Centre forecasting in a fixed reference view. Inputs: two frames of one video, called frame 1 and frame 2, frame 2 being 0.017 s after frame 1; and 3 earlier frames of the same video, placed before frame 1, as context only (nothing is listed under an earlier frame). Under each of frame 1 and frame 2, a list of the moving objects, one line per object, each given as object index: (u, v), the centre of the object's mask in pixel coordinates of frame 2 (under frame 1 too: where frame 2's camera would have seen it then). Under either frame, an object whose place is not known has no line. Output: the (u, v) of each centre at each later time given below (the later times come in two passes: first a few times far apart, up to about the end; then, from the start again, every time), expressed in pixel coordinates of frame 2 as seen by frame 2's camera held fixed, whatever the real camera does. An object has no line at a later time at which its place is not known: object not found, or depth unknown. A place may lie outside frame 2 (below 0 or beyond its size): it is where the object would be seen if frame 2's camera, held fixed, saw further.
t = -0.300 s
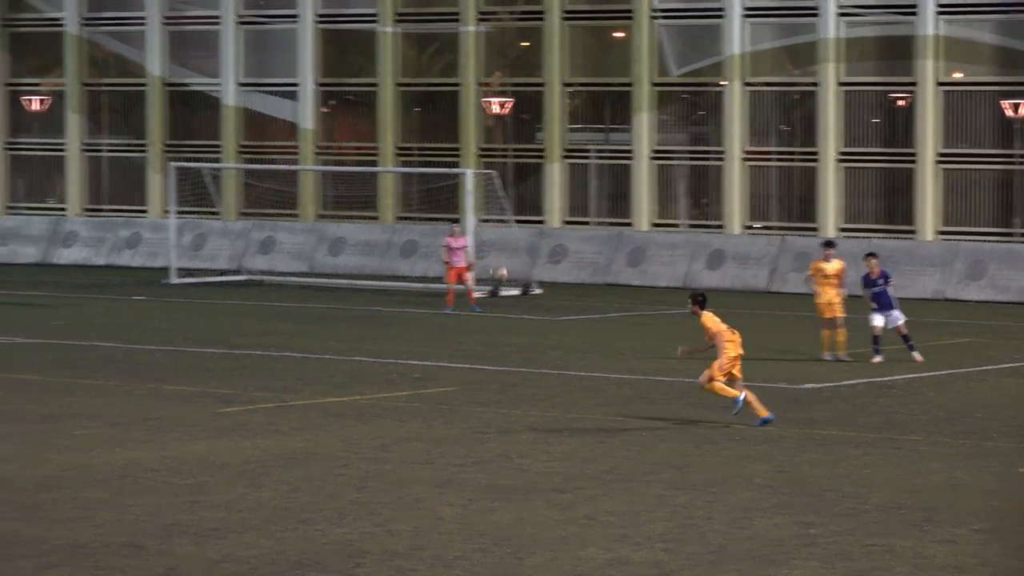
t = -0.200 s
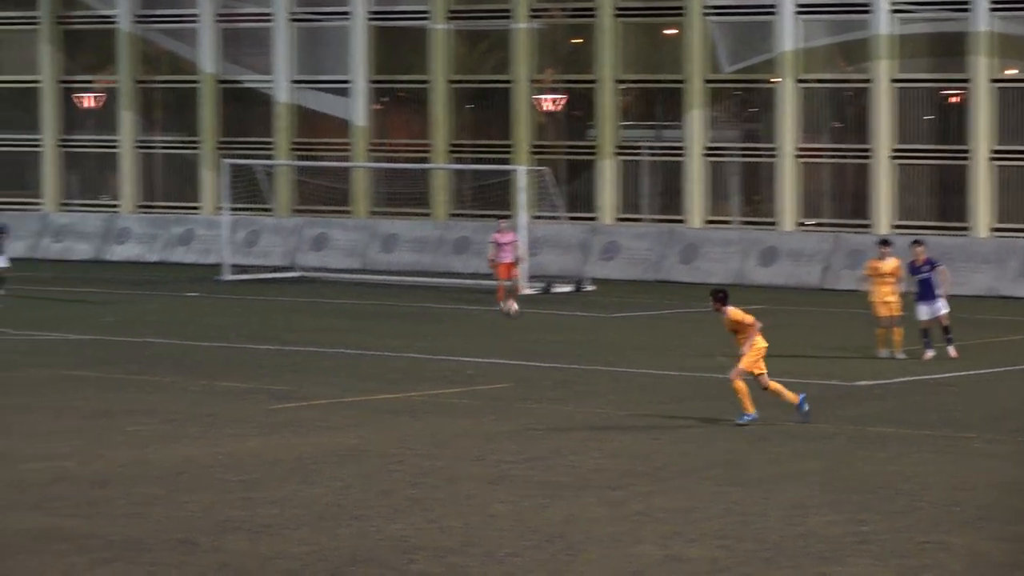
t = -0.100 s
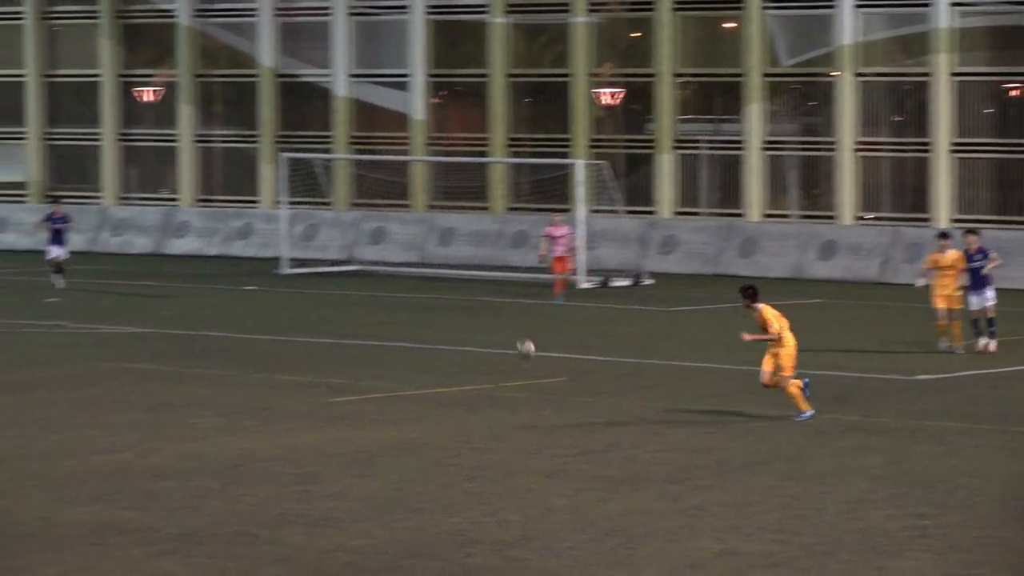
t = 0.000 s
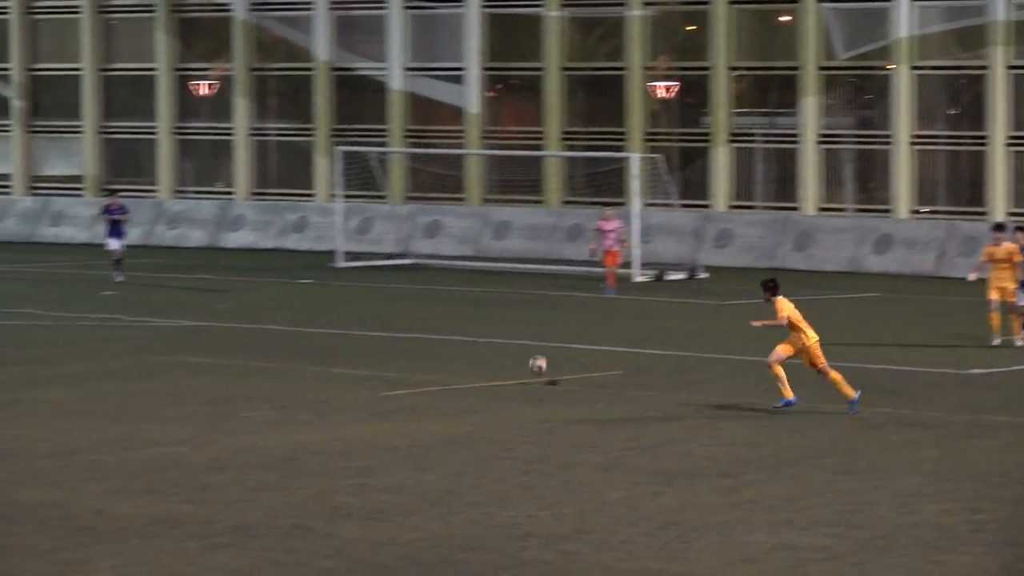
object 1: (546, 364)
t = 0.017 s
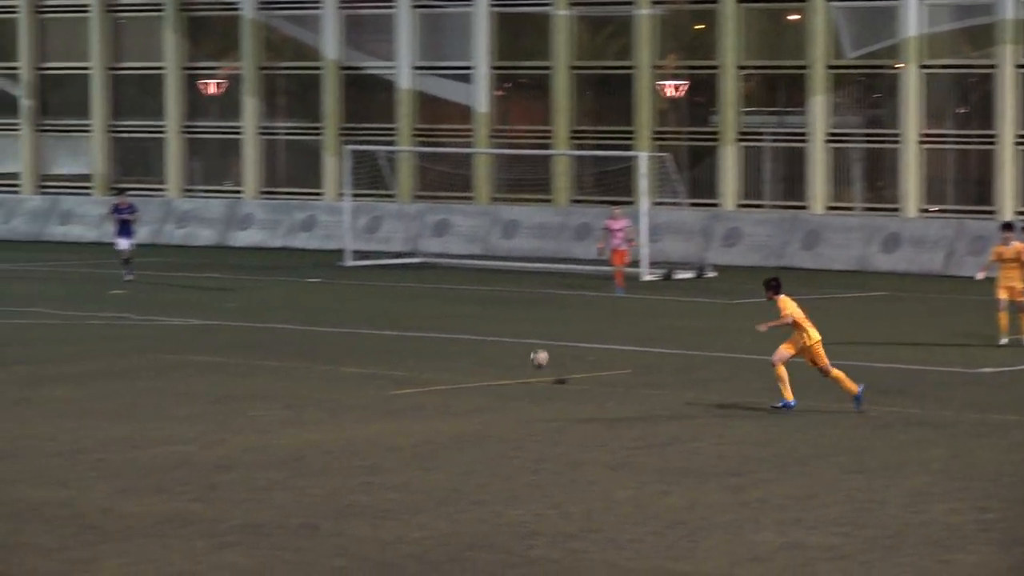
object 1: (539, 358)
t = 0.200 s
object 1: (460, 314)
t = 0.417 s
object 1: (361, 302)
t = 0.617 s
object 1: (268, 331)
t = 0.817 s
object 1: (171, 399)
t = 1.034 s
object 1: (64, 368)
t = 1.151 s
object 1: (4, 369)
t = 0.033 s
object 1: (532, 353)
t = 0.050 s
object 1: (525, 348)
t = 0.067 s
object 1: (518, 343)
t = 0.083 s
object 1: (511, 339)
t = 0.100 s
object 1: (503, 334)
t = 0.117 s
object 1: (496, 330)
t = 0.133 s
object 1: (489, 327)
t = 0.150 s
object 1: (482, 323)
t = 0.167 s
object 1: (474, 320)
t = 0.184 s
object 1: (467, 317)
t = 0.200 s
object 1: (460, 314)
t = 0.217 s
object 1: (452, 312)
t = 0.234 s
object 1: (445, 310)
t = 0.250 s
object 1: (437, 308)
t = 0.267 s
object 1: (430, 306)
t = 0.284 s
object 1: (422, 305)
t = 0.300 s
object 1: (415, 303)
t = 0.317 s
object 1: (407, 302)
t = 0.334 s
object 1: (399, 301)
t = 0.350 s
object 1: (391, 301)
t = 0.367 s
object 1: (384, 301)
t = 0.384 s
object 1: (376, 301)
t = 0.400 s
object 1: (368, 302)
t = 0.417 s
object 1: (361, 302)
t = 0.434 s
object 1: (353, 303)
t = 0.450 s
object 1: (345, 304)
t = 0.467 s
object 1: (338, 306)
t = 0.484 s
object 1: (330, 307)
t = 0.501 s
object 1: (322, 309)
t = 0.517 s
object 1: (314, 312)
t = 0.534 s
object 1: (307, 314)
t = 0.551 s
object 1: (299, 317)
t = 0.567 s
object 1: (291, 320)
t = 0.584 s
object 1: (283, 323)
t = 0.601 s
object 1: (276, 327)
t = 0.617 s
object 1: (268, 331)
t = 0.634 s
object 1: (260, 335)
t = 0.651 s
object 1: (252, 339)
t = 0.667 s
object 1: (244, 344)
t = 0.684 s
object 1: (236, 349)
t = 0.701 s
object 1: (228, 354)
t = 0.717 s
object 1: (220, 360)
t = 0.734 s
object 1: (212, 366)
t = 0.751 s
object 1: (204, 372)
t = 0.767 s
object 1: (196, 378)
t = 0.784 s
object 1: (188, 385)
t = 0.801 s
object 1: (180, 392)
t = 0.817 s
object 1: (171, 399)
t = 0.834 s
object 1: (164, 398)
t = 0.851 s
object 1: (156, 392)
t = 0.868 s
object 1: (147, 389)
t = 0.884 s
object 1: (139, 386)
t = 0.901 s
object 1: (131, 383)
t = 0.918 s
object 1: (123, 380)
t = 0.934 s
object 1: (115, 377)
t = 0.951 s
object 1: (106, 375)
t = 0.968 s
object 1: (98, 373)
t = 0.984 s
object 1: (90, 372)
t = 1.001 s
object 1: (81, 370)
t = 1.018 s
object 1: (73, 369)
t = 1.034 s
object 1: (64, 368)
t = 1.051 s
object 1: (56, 367)
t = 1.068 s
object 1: (48, 367)
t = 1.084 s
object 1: (39, 367)
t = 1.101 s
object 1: (30, 367)
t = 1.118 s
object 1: (22, 368)
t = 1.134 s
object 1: (13, 368)
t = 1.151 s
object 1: (4, 369)
